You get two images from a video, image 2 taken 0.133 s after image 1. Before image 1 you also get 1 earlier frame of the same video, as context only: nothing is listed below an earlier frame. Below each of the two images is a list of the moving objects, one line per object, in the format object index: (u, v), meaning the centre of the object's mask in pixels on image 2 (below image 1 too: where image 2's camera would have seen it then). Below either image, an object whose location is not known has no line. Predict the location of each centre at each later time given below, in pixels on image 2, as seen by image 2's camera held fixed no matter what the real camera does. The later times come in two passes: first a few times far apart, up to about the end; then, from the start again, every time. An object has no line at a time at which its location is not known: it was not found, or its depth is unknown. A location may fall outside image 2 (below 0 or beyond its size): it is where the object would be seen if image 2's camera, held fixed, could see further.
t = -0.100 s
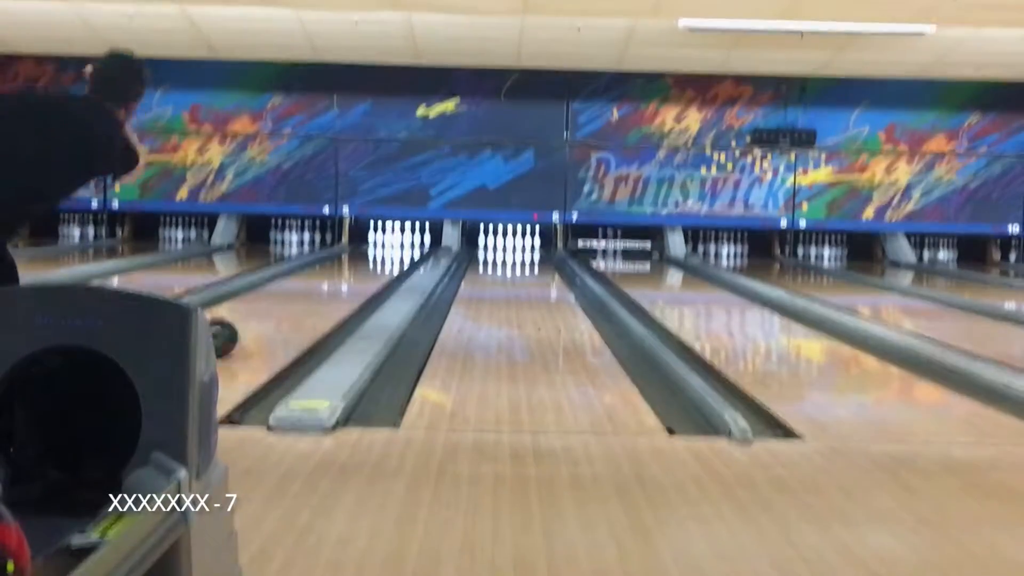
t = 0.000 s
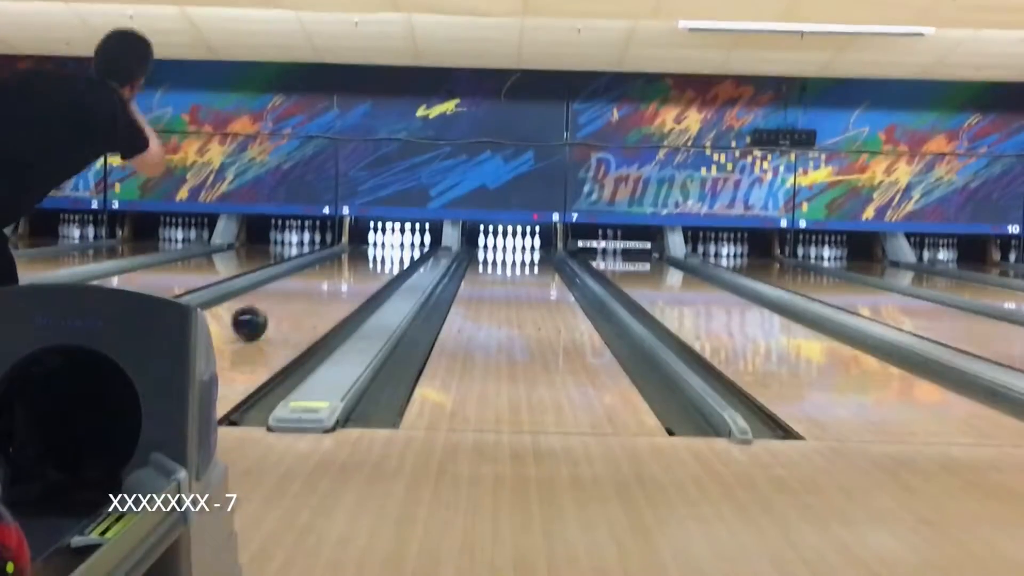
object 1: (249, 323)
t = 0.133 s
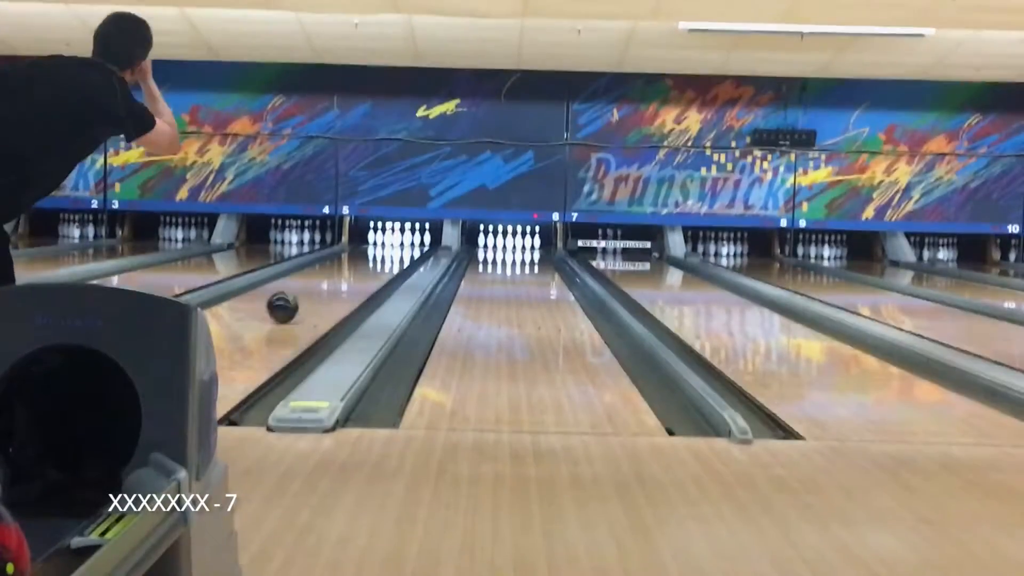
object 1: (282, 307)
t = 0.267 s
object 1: (308, 296)
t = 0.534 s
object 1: (346, 278)
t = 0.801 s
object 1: (371, 265)
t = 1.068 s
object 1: (388, 255)
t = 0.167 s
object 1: (290, 304)
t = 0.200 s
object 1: (296, 301)
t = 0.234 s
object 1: (303, 298)
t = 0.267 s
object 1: (308, 296)
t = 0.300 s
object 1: (314, 292)
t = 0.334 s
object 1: (319, 290)
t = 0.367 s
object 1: (324, 288)
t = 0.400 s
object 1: (329, 286)
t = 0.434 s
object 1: (334, 284)
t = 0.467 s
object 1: (338, 282)
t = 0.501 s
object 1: (342, 280)
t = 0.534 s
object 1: (346, 278)
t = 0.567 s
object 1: (350, 276)
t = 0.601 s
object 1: (353, 274)
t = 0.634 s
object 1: (357, 272)
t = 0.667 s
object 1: (360, 271)
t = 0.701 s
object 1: (363, 270)
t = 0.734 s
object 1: (366, 268)
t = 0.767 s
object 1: (369, 266)
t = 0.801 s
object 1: (371, 265)
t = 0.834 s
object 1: (374, 263)
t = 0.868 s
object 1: (376, 262)
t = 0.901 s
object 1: (378, 261)
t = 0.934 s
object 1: (380, 260)
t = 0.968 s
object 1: (383, 259)
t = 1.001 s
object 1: (384, 258)
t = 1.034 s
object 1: (386, 256)
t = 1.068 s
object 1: (388, 255)
